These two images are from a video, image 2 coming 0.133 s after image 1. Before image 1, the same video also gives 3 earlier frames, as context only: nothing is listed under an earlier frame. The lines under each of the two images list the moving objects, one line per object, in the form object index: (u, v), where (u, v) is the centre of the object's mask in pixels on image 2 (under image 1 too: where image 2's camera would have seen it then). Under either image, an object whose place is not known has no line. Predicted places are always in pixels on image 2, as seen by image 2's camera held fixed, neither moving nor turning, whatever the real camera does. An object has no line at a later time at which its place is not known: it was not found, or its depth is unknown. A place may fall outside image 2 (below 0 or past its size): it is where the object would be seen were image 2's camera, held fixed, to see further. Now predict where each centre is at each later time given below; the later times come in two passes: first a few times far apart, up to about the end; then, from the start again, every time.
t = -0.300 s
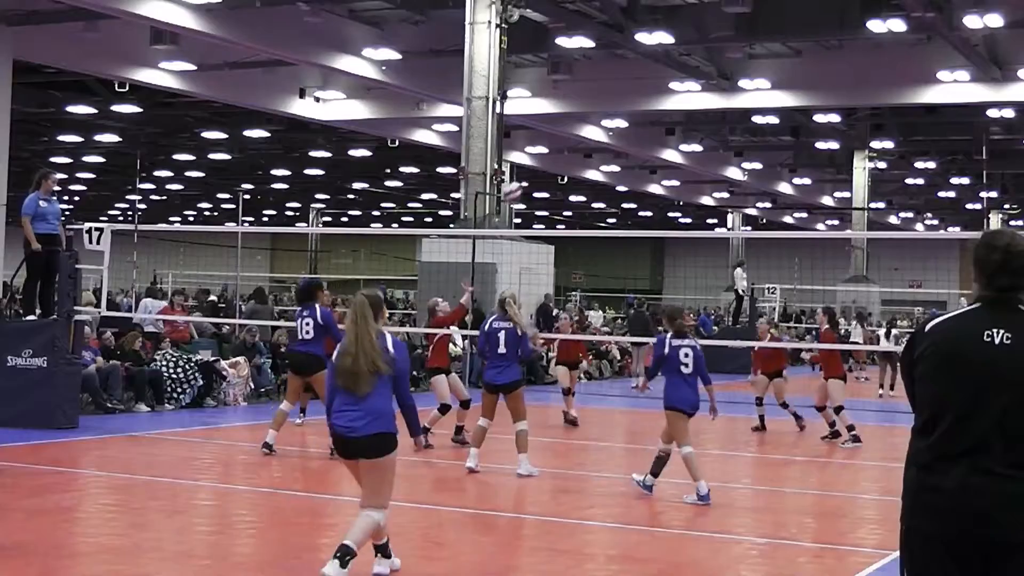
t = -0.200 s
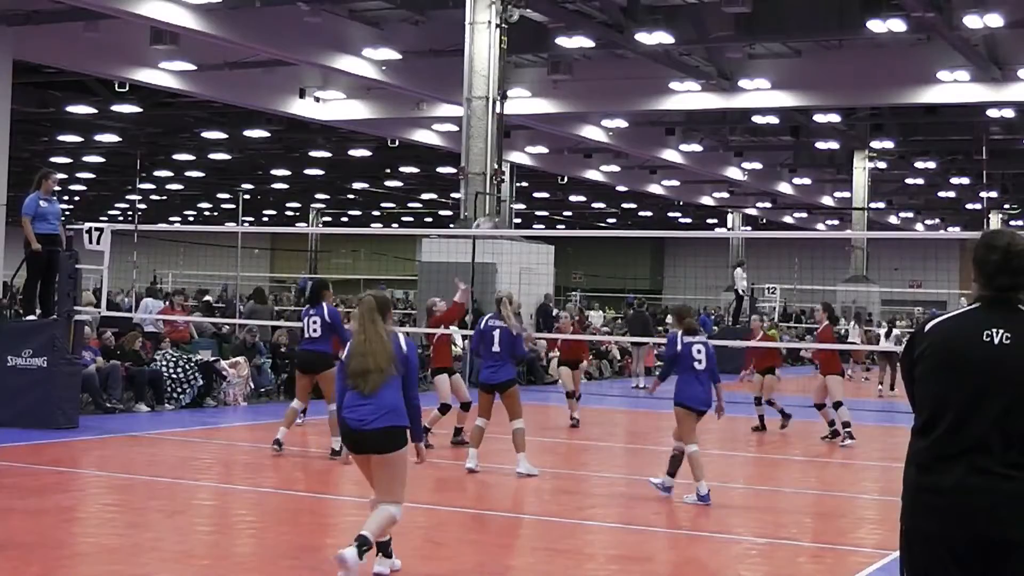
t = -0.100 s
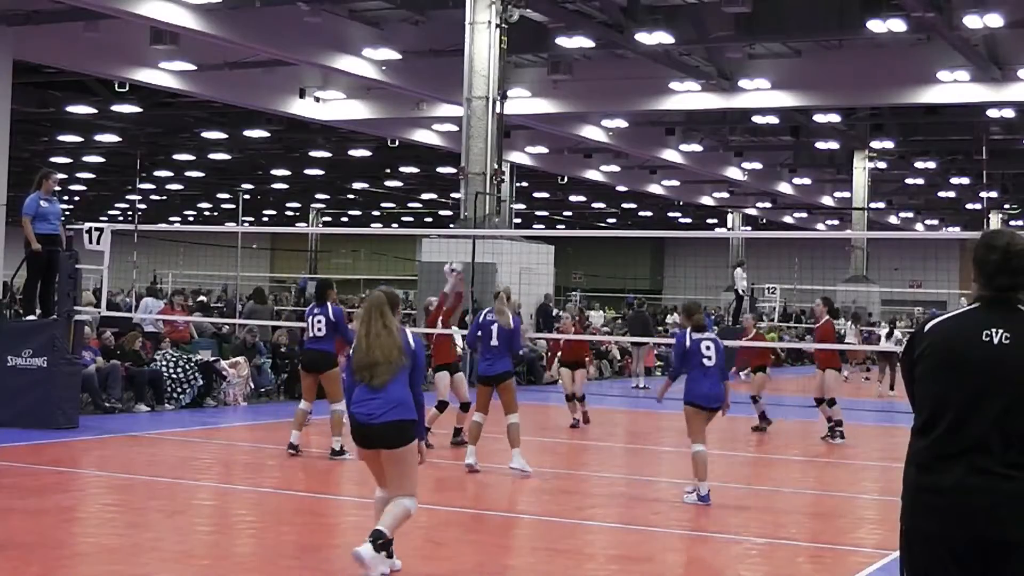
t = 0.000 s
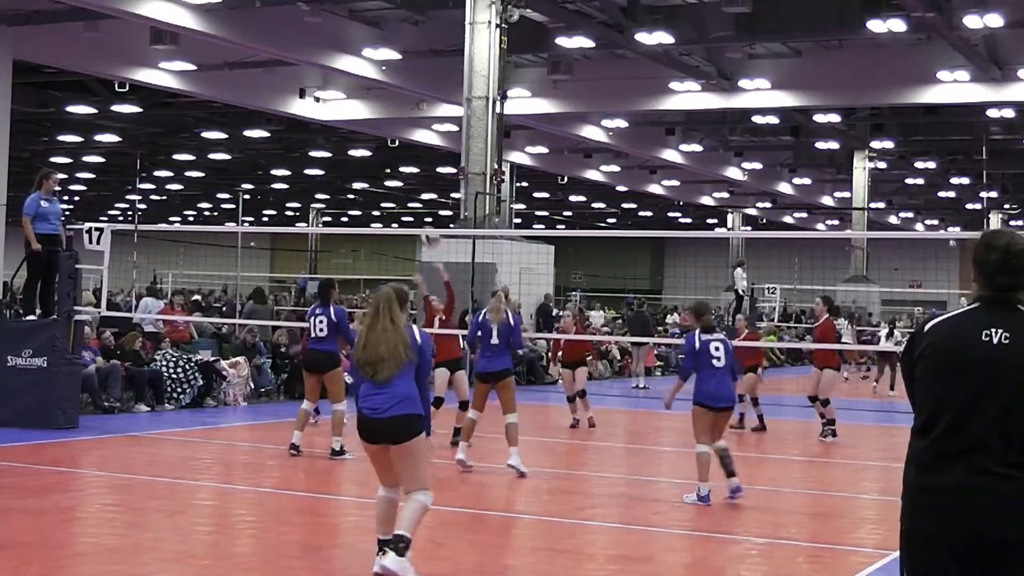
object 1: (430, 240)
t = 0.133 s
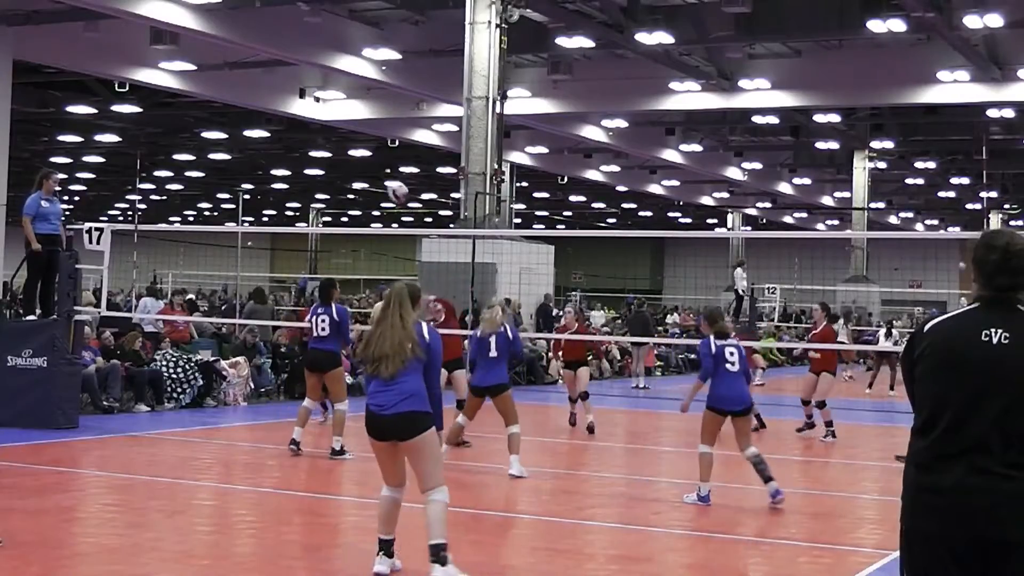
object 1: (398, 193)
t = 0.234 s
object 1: (372, 168)
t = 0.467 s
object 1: (312, 151)
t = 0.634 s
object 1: (268, 170)
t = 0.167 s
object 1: (390, 182)
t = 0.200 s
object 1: (380, 174)
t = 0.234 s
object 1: (372, 168)
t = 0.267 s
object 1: (364, 162)
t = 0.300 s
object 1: (355, 158)
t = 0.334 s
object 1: (347, 154)
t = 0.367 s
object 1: (339, 152)
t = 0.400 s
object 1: (330, 150)
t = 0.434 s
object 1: (322, 150)
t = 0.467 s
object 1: (312, 151)
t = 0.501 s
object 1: (304, 152)
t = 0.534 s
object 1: (295, 156)
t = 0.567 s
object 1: (287, 159)
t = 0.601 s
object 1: (278, 164)
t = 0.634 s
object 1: (268, 170)
